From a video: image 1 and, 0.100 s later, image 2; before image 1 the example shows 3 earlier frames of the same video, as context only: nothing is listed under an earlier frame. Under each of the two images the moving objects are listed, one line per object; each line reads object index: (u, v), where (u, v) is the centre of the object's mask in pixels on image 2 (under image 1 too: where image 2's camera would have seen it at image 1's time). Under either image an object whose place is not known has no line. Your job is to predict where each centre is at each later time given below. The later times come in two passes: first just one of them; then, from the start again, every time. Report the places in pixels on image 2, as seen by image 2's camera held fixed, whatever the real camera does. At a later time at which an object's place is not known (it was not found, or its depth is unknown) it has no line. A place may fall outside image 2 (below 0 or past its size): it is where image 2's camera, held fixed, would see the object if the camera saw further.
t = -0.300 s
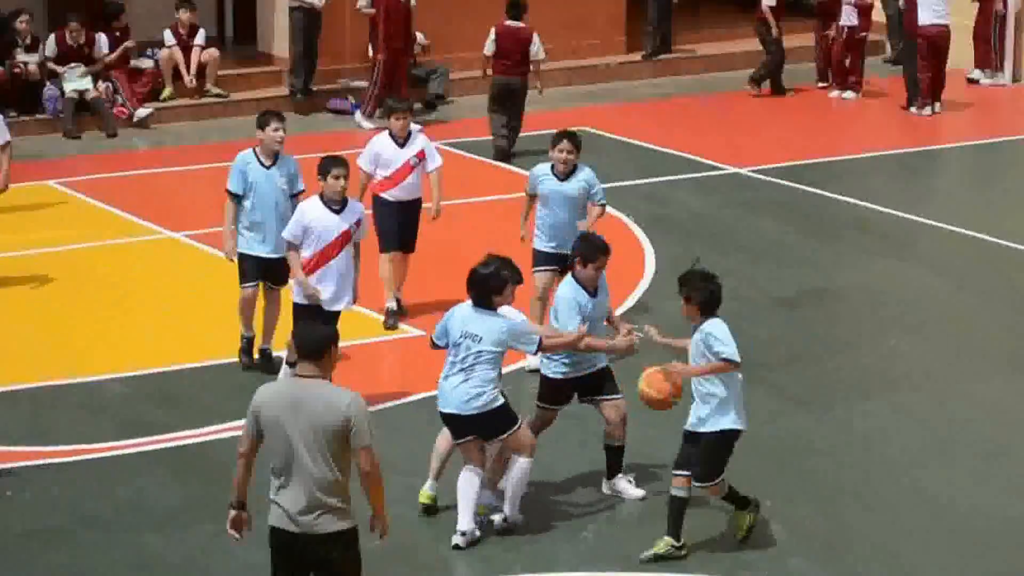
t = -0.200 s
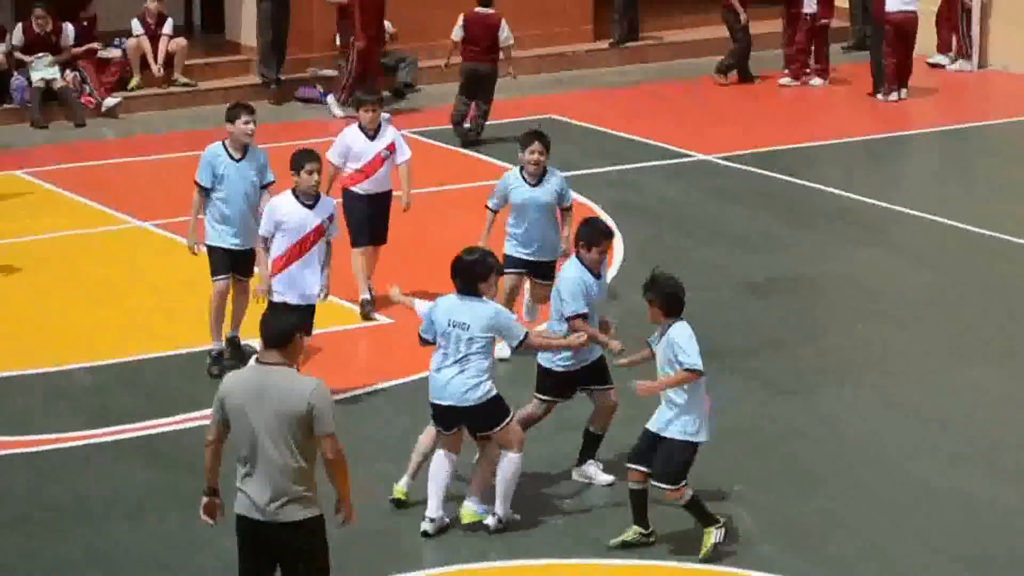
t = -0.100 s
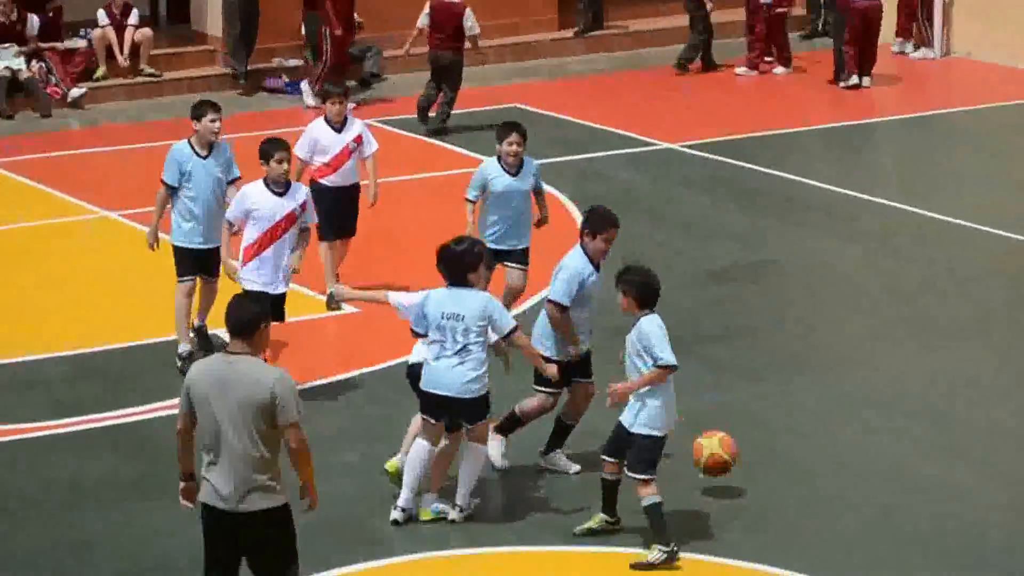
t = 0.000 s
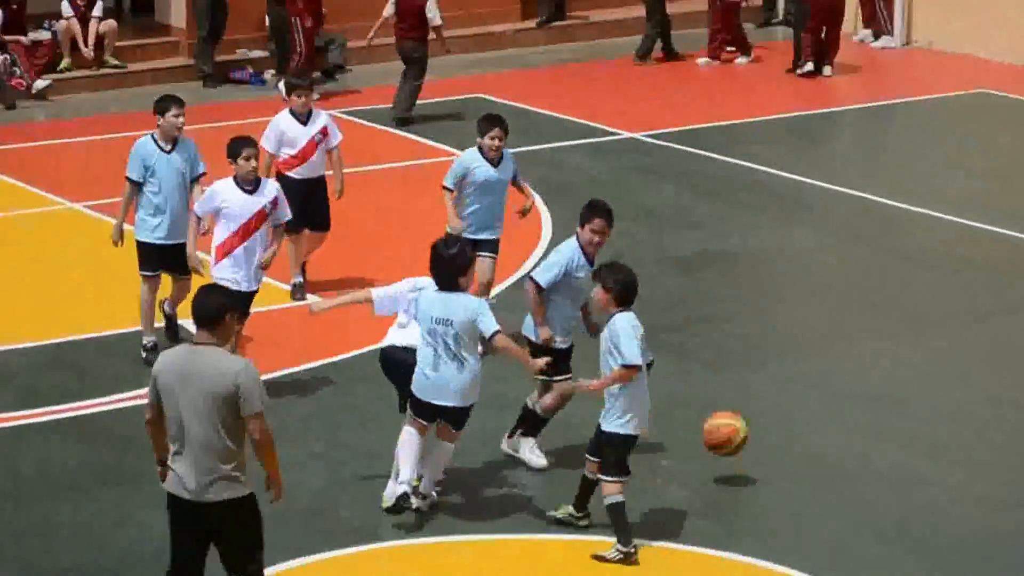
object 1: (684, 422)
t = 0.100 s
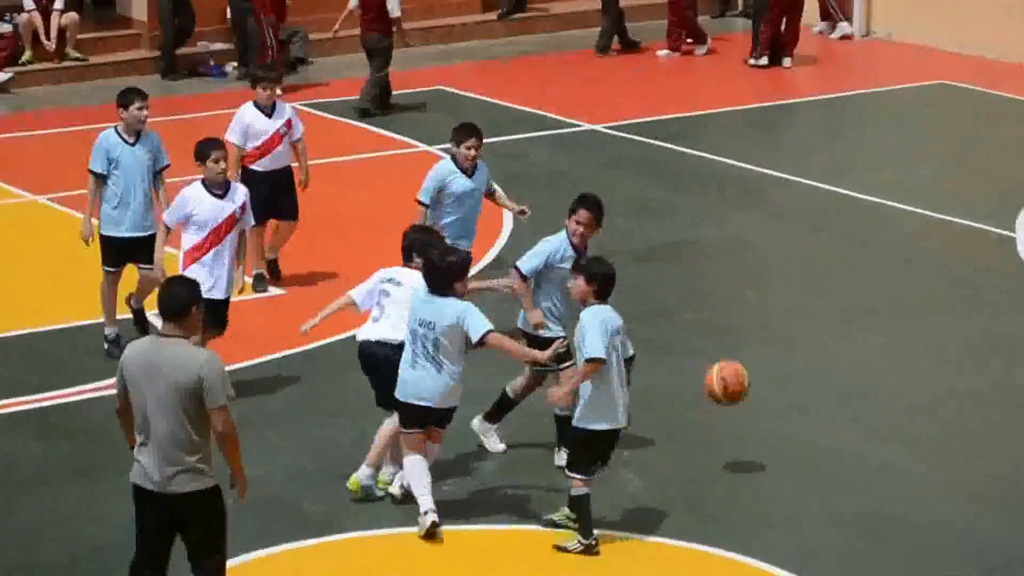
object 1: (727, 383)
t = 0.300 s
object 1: (805, 358)
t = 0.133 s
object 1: (740, 374)
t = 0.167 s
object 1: (754, 367)
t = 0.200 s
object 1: (767, 361)
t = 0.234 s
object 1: (781, 358)
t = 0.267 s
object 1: (793, 357)
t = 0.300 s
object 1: (805, 358)
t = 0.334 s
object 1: (817, 360)
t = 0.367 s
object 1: (828, 365)
